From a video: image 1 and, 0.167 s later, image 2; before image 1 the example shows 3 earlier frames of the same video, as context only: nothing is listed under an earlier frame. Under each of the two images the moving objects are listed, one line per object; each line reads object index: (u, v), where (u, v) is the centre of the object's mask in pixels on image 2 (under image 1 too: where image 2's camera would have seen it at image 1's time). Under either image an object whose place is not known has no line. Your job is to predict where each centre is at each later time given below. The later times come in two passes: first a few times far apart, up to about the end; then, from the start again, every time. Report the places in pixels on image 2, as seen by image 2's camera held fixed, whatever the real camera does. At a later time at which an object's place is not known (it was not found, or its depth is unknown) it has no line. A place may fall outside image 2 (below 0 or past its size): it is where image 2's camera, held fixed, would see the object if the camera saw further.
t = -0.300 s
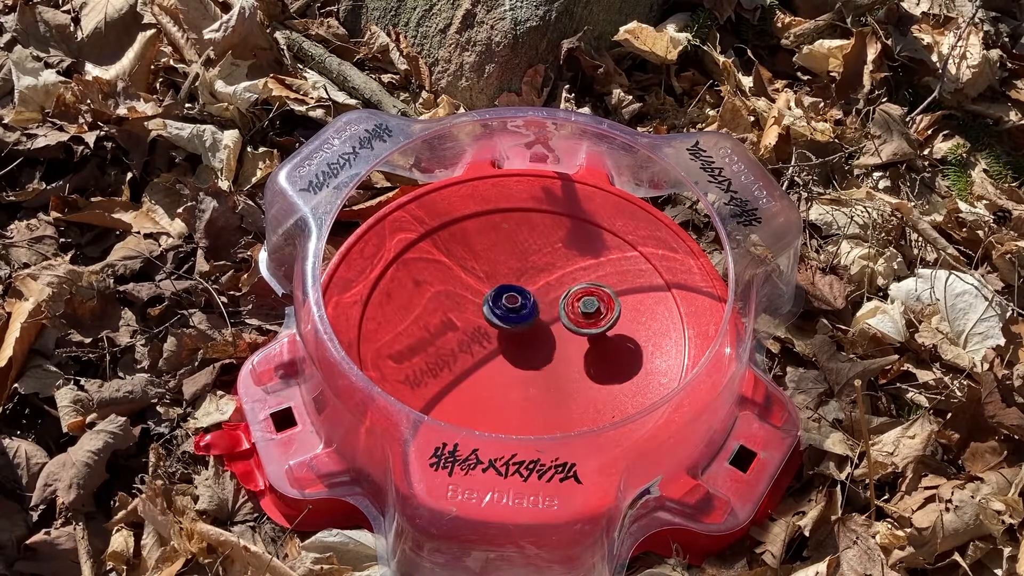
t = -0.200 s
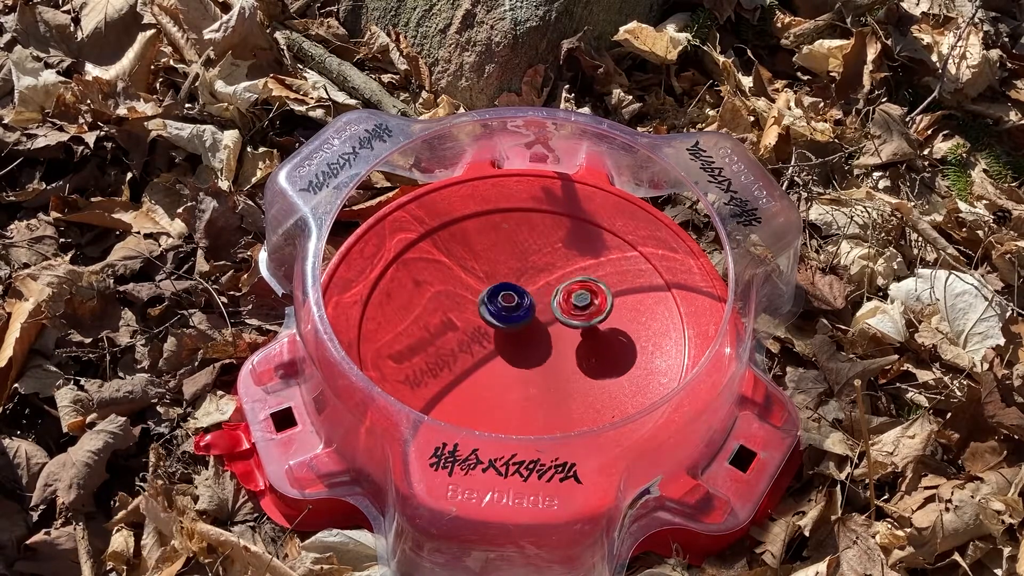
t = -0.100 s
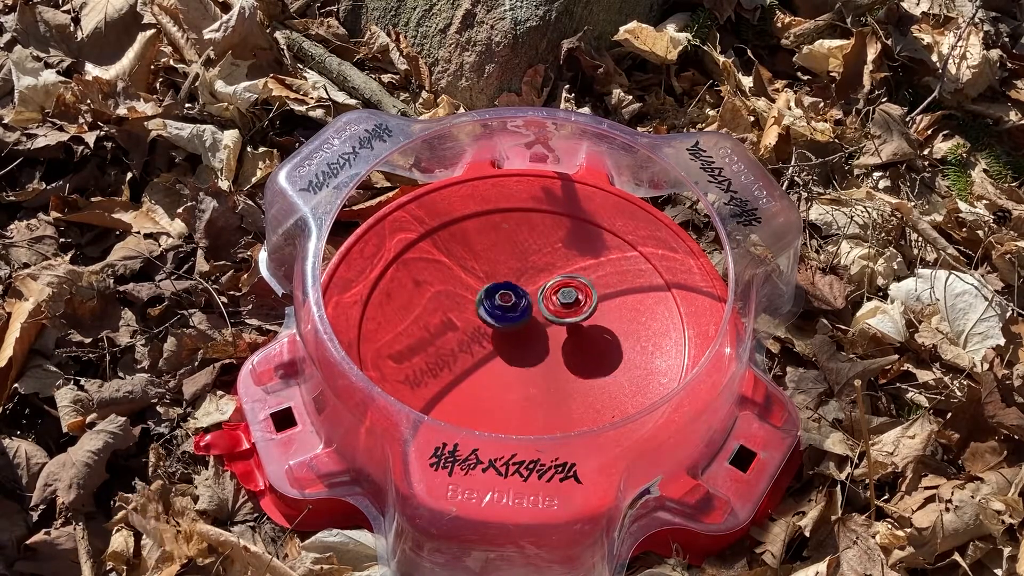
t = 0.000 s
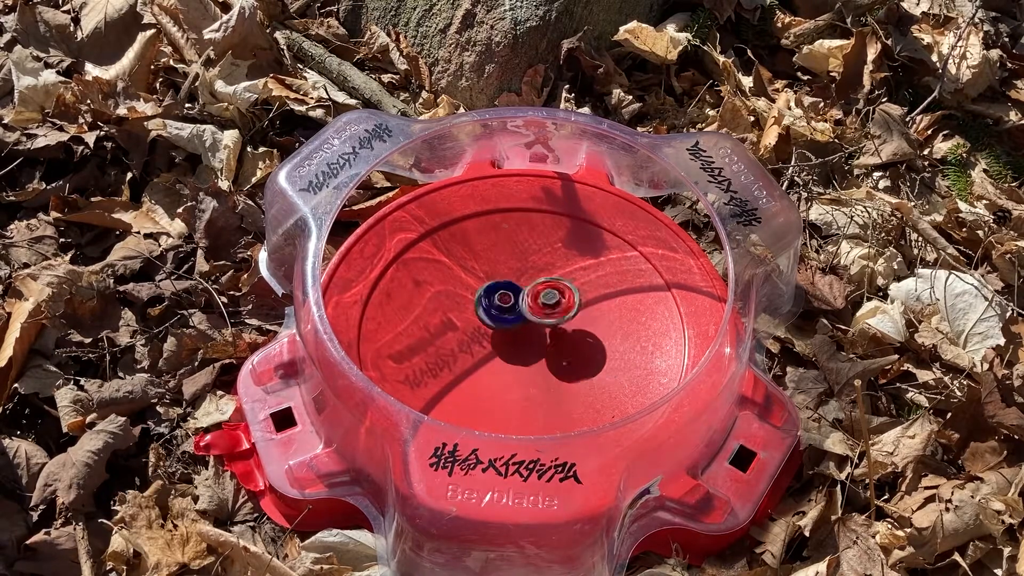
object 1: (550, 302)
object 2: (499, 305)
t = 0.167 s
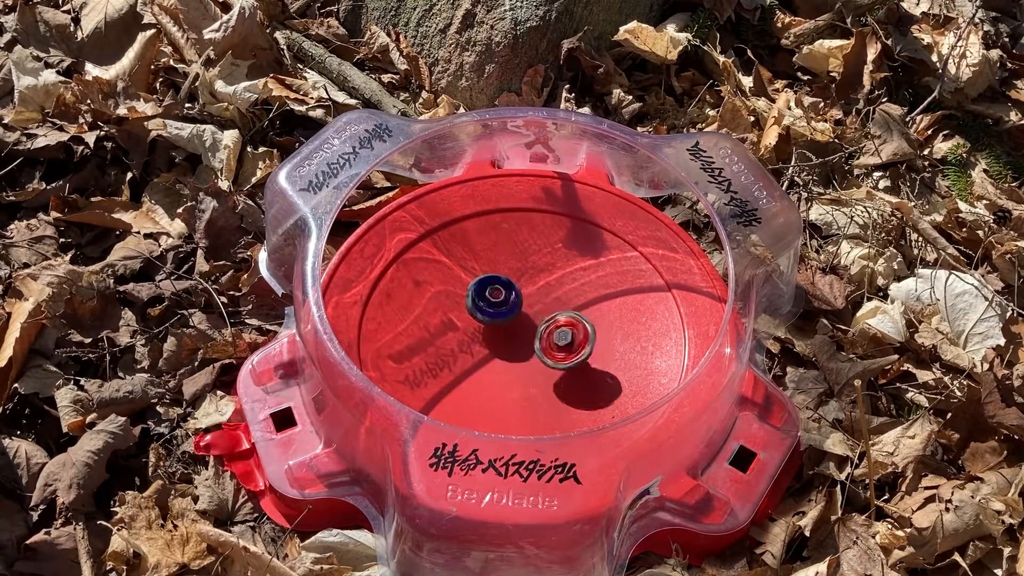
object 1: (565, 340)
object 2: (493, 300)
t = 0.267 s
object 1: (575, 354)
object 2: (495, 300)
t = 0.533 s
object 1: (567, 383)
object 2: (501, 305)
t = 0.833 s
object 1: (518, 369)
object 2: (510, 320)
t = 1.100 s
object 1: (485, 350)
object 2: (518, 305)
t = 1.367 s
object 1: (474, 337)
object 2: (523, 311)
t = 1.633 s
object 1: (478, 331)
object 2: (532, 334)
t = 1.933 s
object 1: (465, 318)
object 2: (537, 362)
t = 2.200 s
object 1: (492, 314)
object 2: (519, 364)
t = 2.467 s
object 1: (526, 293)
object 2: (508, 361)
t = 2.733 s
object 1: (549, 305)
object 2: (508, 345)
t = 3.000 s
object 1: (576, 327)
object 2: (495, 339)
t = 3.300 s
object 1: (571, 353)
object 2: (485, 337)
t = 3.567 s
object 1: (534, 356)
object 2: (482, 333)
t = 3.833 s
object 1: (527, 341)
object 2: (477, 337)
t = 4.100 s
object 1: (542, 323)
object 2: (491, 344)
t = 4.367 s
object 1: (677, 332)
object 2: (466, 316)
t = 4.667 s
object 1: (667, 391)
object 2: (471, 327)
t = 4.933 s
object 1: (570, 383)
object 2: (474, 341)
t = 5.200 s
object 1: (547, 282)
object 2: (476, 347)
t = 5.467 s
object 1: (607, 244)
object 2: (479, 347)
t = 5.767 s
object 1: (614, 314)
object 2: (481, 349)
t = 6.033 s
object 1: (522, 328)
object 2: (481, 353)
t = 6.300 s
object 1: (498, 262)
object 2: (482, 359)
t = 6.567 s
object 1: (550, 250)
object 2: (487, 363)
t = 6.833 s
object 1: (549, 318)
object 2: (495, 365)
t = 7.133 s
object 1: (479, 313)
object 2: (497, 377)
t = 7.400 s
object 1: (476, 280)
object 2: (499, 378)
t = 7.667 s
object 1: (521, 310)
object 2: (504, 375)
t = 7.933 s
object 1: (549, 319)
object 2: (496, 396)
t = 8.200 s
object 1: (527, 320)
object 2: (506, 396)
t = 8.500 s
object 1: (515, 306)
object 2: (520, 390)
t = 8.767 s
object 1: (522, 312)
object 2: (535, 386)
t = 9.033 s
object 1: (509, 327)
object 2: (534, 385)
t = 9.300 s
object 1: (496, 324)
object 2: (533, 381)
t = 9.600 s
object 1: (509, 329)
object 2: (537, 379)
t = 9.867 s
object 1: (509, 303)
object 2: (551, 400)
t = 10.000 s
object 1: (515, 309)
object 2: (554, 399)
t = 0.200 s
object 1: (567, 344)
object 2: (494, 300)
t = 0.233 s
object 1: (571, 348)
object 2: (494, 301)
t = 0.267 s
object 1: (575, 354)
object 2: (495, 300)
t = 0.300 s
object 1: (577, 359)
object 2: (496, 301)
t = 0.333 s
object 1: (578, 363)
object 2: (496, 301)
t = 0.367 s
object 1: (578, 368)
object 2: (497, 301)
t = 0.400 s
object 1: (578, 372)
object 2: (498, 301)
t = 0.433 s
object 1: (576, 375)
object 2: (499, 302)
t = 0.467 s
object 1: (574, 379)
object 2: (500, 303)
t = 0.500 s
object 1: (570, 381)
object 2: (500, 303)
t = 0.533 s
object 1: (567, 383)
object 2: (501, 305)
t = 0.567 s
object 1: (562, 384)
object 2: (502, 306)
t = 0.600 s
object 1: (558, 385)
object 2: (504, 307)
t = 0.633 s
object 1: (552, 386)
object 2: (505, 309)
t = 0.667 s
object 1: (546, 385)
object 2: (506, 310)
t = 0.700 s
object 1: (541, 383)
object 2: (507, 312)
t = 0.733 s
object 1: (535, 380)
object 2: (508, 313)
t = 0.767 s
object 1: (529, 378)
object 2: (509, 316)
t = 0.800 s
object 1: (523, 373)
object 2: (510, 318)
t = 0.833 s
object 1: (518, 369)
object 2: (510, 320)
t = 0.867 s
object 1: (513, 364)
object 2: (511, 320)
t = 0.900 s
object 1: (509, 363)
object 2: (512, 318)
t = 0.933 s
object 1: (504, 362)
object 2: (513, 315)
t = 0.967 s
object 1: (500, 358)
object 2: (513, 313)
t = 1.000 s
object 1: (498, 353)
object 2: (513, 313)
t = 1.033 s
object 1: (493, 353)
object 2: (514, 311)
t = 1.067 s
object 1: (489, 352)
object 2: (516, 307)
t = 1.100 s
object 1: (485, 350)
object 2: (518, 305)
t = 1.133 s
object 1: (484, 347)
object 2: (518, 306)
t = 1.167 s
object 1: (483, 344)
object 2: (518, 306)
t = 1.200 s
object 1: (482, 341)
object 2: (518, 306)
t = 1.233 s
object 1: (482, 337)
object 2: (518, 306)
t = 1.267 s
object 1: (482, 334)
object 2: (520, 306)
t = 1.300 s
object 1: (478, 335)
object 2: (520, 306)
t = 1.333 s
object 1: (475, 337)
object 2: (521, 308)
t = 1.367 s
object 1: (474, 337)
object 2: (523, 311)
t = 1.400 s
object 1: (474, 336)
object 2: (524, 312)
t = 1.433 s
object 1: (476, 336)
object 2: (524, 313)
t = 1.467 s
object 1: (478, 335)
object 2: (524, 313)
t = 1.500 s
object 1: (481, 334)
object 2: (525, 314)
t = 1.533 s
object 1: (484, 333)
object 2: (526, 314)
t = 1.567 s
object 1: (483, 330)
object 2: (528, 317)
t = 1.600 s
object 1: (481, 332)
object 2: (530, 325)
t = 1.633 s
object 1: (478, 331)
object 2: (532, 334)
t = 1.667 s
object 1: (476, 330)
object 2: (537, 342)
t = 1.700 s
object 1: (474, 328)
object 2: (543, 348)
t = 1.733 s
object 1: (471, 327)
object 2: (545, 353)
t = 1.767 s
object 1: (469, 326)
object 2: (545, 357)
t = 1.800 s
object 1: (466, 324)
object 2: (543, 358)
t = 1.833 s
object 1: (465, 323)
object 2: (542, 360)
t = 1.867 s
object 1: (464, 321)
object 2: (540, 360)
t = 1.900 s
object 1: (464, 320)
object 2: (538, 361)
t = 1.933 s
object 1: (465, 318)
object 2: (537, 362)
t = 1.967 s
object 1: (467, 317)
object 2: (535, 362)
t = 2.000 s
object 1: (469, 317)
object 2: (532, 363)
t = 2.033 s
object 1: (472, 316)
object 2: (530, 363)
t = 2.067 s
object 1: (476, 316)
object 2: (528, 364)
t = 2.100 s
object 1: (480, 316)
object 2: (525, 365)
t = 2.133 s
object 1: (484, 317)
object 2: (523, 364)
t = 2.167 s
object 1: (489, 318)
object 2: (520, 364)
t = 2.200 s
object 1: (492, 314)
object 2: (519, 364)
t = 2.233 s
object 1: (496, 311)
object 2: (517, 364)
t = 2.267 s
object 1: (500, 309)
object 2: (515, 364)
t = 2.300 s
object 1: (504, 308)
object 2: (514, 363)
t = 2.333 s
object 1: (508, 303)
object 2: (512, 365)
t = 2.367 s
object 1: (513, 297)
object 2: (511, 366)
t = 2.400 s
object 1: (518, 295)
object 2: (510, 365)
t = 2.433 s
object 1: (523, 294)
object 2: (509, 363)
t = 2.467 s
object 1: (526, 293)
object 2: (508, 361)
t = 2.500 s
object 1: (530, 292)
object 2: (507, 359)
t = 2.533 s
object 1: (534, 292)
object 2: (506, 357)
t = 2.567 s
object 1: (538, 293)
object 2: (506, 356)
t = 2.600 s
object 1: (541, 294)
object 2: (506, 353)
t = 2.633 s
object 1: (544, 296)
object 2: (506, 352)
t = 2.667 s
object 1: (546, 299)
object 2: (506, 350)
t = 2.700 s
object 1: (548, 301)
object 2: (507, 347)
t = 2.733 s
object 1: (549, 305)
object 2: (508, 345)
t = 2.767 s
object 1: (553, 307)
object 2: (508, 343)
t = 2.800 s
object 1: (559, 308)
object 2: (503, 344)
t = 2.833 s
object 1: (562, 311)
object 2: (503, 344)
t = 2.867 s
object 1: (563, 314)
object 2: (504, 343)
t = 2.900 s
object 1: (564, 317)
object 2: (505, 342)
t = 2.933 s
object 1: (564, 321)
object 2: (506, 341)
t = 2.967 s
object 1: (564, 324)
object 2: (506, 341)
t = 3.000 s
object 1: (576, 327)
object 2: (495, 339)
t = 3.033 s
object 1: (583, 330)
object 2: (486, 337)
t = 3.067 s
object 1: (585, 334)
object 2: (481, 336)
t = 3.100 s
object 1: (585, 337)
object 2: (479, 335)
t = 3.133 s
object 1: (586, 340)
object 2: (480, 335)
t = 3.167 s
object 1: (585, 343)
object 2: (481, 335)
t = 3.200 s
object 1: (583, 345)
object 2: (482, 336)
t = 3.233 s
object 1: (580, 348)
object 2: (483, 336)
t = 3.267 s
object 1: (576, 351)
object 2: (484, 336)
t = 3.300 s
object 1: (571, 353)
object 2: (485, 337)
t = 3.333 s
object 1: (566, 355)
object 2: (486, 337)
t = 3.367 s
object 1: (560, 357)
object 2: (487, 338)
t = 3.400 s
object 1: (554, 358)
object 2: (488, 338)
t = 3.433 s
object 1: (548, 358)
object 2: (489, 339)
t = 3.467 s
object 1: (542, 357)
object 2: (489, 339)
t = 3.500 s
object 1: (542, 357)
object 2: (486, 337)
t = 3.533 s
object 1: (538, 358)
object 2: (483, 334)
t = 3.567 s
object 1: (534, 356)
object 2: (482, 333)
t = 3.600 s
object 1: (531, 354)
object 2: (481, 334)
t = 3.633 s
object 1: (533, 354)
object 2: (479, 334)
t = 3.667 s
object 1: (531, 354)
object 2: (478, 334)
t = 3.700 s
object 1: (530, 352)
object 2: (478, 334)
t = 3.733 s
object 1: (530, 349)
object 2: (477, 334)
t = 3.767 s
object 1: (528, 346)
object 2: (477, 335)
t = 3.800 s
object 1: (527, 343)
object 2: (477, 336)
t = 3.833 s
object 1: (527, 341)
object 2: (477, 337)
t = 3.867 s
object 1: (527, 338)
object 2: (477, 338)
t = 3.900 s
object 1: (529, 335)
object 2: (478, 338)
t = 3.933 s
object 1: (530, 332)
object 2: (479, 338)
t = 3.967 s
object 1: (532, 330)
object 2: (480, 340)
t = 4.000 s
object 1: (533, 327)
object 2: (482, 340)
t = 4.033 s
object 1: (535, 325)
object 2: (483, 341)
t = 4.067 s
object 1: (537, 323)
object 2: (486, 341)
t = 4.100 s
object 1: (542, 323)
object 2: (491, 344)
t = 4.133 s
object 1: (549, 329)
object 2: (495, 344)
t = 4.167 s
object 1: (578, 336)
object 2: (481, 340)
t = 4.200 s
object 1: (609, 337)
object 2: (470, 332)
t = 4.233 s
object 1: (635, 335)
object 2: (464, 324)
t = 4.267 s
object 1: (654, 334)
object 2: (464, 318)
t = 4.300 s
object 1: (666, 335)
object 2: (464, 315)
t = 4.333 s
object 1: (672, 333)
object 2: (466, 314)
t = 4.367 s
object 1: (677, 332)
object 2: (466, 316)
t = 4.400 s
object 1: (684, 333)
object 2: (466, 317)
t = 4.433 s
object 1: (690, 337)
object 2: (467, 318)
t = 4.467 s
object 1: (693, 344)
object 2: (467, 319)
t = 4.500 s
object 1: (692, 351)
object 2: (468, 320)
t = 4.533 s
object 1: (693, 362)
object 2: (468, 321)
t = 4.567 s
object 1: (683, 367)
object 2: (469, 323)
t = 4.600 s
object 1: (683, 375)
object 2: (469, 324)
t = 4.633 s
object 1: (678, 383)
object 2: (470, 326)
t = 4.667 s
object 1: (667, 391)
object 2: (471, 327)
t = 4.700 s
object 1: (651, 395)
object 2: (471, 329)
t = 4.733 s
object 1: (637, 398)
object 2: (472, 331)
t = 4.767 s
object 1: (626, 400)
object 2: (472, 333)
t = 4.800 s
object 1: (615, 403)
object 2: (473, 335)
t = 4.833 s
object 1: (603, 403)
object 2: (473, 336)
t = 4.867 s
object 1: (592, 399)
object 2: (474, 338)
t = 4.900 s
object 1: (580, 393)
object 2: (473, 340)
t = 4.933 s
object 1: (570, 383)
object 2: (474, 341)
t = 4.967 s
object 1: (561, 372)
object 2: (474, 343)
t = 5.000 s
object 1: (553, 359)
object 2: (474, 344)
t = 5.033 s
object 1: (546, 345)
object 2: (475, 345)
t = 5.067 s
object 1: (541, 332)
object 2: (475, 345)
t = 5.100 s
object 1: (540, 318)
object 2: (475, 346)
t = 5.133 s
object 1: (540, 304)
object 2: (475, 347)
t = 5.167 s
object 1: (543, 293)
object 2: (476, 347)
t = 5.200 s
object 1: (547, 282)
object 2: (476, 347)
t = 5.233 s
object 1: (551, 273)
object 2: (476, 347)
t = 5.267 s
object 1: (557, 265)
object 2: (476, 347)
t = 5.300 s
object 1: (563, 258)
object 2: (476, 346)
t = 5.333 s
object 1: (571, 251)
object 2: (477, 346)
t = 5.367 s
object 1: (580, 247)
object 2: (478, 346)
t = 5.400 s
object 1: (590, 244)
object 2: (478, 347)
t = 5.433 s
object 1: (599, 243)
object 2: (478, 347)
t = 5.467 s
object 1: (607, 244)
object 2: (479, 347)
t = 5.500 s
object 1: (615, 247)
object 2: (479, 347)
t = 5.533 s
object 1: (622, 252)
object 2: (479, 348)
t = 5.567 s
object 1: (627, 258)
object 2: (480, 348)
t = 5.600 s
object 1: (630, 265)
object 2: (480, 348)
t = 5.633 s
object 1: (632, 275)
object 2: (480, 349)
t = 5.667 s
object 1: (630, 284)
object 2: (480, 349)
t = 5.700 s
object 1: (628, 295)
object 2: (480, 349)
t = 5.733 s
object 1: (622, 305)
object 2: (480, 349)
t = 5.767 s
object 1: (614, 314)
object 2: (481, 349)
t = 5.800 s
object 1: (605, 322)
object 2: (481, 350)
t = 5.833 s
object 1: (595, 329)
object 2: (481, 350)
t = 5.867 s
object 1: (584, 334)
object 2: (482, 350)
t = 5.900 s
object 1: (570, 336)
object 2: (483, 351)
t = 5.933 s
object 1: (557, 337)
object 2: (484, 350)
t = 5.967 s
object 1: (543, 337)
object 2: (485, 351)
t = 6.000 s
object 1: (530, 333)
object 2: (486, 351)
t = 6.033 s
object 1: (522, 328)
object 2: (481, 353)
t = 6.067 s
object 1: (515, 320)
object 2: (478, 355)
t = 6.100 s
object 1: (508, 313)
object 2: (479, 355)
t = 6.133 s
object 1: (501, 305)
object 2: (480, 356)
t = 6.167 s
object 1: (497, 295)
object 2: (480, 356)
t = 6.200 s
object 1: (495, 288)
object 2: (480, 357)
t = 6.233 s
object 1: (495, 278)
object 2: (480, 358)
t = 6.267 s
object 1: (496, 270)
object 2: (481, 358)
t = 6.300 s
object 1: (498, 262)
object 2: (482, 359)
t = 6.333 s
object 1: (503, 255)
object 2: (482, 360)
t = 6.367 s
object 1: (508, 249)
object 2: (483, 360)
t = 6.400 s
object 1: (514, 245)
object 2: (483, 361)
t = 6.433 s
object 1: (521, 242)
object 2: (484, 361)
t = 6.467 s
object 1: (529, 242)
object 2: (485, 362)
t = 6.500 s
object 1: (536, 243)
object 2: (485, 362)
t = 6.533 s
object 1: (544, 246)
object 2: (486, 363)
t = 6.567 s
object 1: (550, 250)
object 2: (487, 363)
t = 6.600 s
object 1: (556, 256)
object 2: (488, 363)
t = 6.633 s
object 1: (560, 263)
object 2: (489, 364)
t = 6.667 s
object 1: (563, 270)
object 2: (490, 363)
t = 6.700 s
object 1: (564, 279)
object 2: (491, 364)
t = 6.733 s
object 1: (562, 289)
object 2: (492, 364)
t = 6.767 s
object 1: (560, 300)
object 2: (493, 364)
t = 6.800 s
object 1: (555, 309)
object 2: (494, 365)
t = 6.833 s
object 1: (549, 318)
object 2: (495, 365)
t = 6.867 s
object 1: (542, 324)
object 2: (496, 365)
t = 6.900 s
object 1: (533, 330)
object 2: (497, 365)
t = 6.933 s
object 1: (525, 331)
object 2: (497, 368)
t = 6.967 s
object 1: (519, 330)
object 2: (496, 372)
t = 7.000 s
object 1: (513, 326)
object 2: (495, 374)
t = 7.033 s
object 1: (505, 328)
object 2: (495, 375)
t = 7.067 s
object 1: (494, 325)
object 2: (497, 376)
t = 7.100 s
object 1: (486, 319)
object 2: (497, 377)
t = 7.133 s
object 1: (479, 313)
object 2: (497, 377)
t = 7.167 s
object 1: (474, 307)
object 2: (498, 378)
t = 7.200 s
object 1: (470, 301)
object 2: (498, 378)
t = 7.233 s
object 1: (467, 294)
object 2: (498, 378)
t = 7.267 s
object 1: (467, 289)
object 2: (499, 379)
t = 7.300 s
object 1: (468, 286)
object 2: (498, 378)
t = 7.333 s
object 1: (469, 282)
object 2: (498, 378)
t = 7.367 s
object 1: (472, 281)
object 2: (499, 378)
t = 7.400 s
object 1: (476, 280)
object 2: (499, 378)
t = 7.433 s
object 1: (480, 279)
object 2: (499, 378)
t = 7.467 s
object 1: (486, 280)
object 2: (500, 377)
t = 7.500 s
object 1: (492, 282)
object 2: (500, 377)
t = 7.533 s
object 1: (499, 286)
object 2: (501, 377)
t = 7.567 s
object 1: (506, 291)
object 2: (502, 376)
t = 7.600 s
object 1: (511, 297)
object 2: (502, 376)
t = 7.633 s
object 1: (517, 303)
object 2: (503, 376)
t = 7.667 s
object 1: (521, 310)
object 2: (504, 375)
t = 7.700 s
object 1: (523, 318)
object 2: (505, 375)
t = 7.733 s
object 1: (527, 322)
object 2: (505, 377)
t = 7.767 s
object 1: (537, 321)
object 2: (500, 384)
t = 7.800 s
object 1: (546, 316)
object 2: (495, 392)
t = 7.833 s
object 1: (550, 313)
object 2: (494, 395)
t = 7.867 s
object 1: (552, 313)
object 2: (495, 395)
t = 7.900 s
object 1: (552, 316)
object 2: (496, 395)
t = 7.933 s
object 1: (549, 319)
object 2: (496, 396)
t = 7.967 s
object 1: (546, 319)
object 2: (497, 396)
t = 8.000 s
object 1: (544, 320)
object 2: (499, 396)
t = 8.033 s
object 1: (542, 320)
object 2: (500, 396)
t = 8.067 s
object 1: (540, 321)
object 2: (501, 396)
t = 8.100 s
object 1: (536, 322)
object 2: (503, 396)
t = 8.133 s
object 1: (532, 322)
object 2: (504, 396)
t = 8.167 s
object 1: (529, 321)
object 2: (505, 396)
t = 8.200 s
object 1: (527, 320)
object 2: (506, 396)
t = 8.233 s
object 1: (525, 319)
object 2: (507, 395)
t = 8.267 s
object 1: (522, 318)
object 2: (508, 394)
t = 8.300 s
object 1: (519, 316)
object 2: (510, 394)
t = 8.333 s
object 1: (517, 314)
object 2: (511, 394)
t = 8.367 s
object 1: (516, 312)
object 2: (513, 394)
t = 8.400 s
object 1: (516, 310)
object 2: (514, 392)
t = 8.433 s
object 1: (516, 309)
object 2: (516, 392)
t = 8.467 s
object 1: (515, 308)
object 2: (518, 391)
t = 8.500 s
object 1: (515, 306)
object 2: (520, 390)
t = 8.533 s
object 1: (516, 305)
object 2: (522, 390)
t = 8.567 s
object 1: (517, 305)
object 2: (524, 389)
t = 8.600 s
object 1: (519, 305)
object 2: (527, 388)
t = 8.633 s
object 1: (520, 305)
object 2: (529, 387)
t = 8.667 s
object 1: (521, 307)
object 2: (531, 386)
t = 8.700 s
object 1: (521, 308)
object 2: (533, 386)
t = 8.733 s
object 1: (522, 310)
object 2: (535, 386)
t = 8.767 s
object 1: (522, 312)
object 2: (535, 386)
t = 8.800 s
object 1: (522, 314)
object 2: (536, 385)
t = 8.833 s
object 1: (521, 317)
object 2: (535, 385)
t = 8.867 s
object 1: (520, 319)
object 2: (535, 386)
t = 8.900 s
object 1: (518, 320)
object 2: (535, 386)
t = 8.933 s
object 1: (517, 322)
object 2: (535, 386)
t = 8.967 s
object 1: (515, 324)
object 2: (534, 385)
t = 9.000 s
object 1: (513, 326)
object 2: (534, 386)
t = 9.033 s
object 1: (509, 327)
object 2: (534, 385)
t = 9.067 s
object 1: (506, 327)
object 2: (533, 385)
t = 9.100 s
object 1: (504, 328)
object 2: (532, 385)
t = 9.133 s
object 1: (502, 327)
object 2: (532, 384)
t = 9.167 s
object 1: (499, 327)
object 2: (532, 384)
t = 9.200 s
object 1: (498, 326)
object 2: (532, 383)
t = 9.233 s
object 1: (497, 325)
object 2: (532, 381)
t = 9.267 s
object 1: (496, 325)
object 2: (532, 382)
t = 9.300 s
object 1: (496, 324)
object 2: (533, 381)
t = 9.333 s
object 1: (496, 323)
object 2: (533, 381)
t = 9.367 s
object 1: (497, 323)
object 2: (533, 380)
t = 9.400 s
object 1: (498, 323)
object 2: (535, 380)
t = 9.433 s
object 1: (499, 323)
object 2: (535, 380)
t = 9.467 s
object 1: (501, 323)
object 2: (535, 380)
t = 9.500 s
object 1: (503, 324)
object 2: (535, 380)
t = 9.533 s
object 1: (505, 325)
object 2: (535, 379)
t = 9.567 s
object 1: (507, 327)
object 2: (537, 379)
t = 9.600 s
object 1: (509, 329)
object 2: (537, 379)
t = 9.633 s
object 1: (507, 321)
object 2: (540, 386)
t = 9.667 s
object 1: (505, 310)
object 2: (544, 395)
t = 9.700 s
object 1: (506, 303)
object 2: (547, 401)
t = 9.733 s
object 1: (509, 301)
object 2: (547, 403)
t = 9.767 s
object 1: (512, 302)
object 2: (549, 402)
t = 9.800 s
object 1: (512, 304)
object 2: (549, 402)
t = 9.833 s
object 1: (510, 304)
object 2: (550, 401)
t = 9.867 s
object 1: (509, 303)
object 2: (551, 400)
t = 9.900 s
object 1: (510, 302)
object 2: (552, 400)
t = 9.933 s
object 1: (513, 302)
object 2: (552, 400)
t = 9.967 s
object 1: (515, 305)
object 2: (553, 399)
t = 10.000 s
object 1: (515, 309)
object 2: (554, 399)
